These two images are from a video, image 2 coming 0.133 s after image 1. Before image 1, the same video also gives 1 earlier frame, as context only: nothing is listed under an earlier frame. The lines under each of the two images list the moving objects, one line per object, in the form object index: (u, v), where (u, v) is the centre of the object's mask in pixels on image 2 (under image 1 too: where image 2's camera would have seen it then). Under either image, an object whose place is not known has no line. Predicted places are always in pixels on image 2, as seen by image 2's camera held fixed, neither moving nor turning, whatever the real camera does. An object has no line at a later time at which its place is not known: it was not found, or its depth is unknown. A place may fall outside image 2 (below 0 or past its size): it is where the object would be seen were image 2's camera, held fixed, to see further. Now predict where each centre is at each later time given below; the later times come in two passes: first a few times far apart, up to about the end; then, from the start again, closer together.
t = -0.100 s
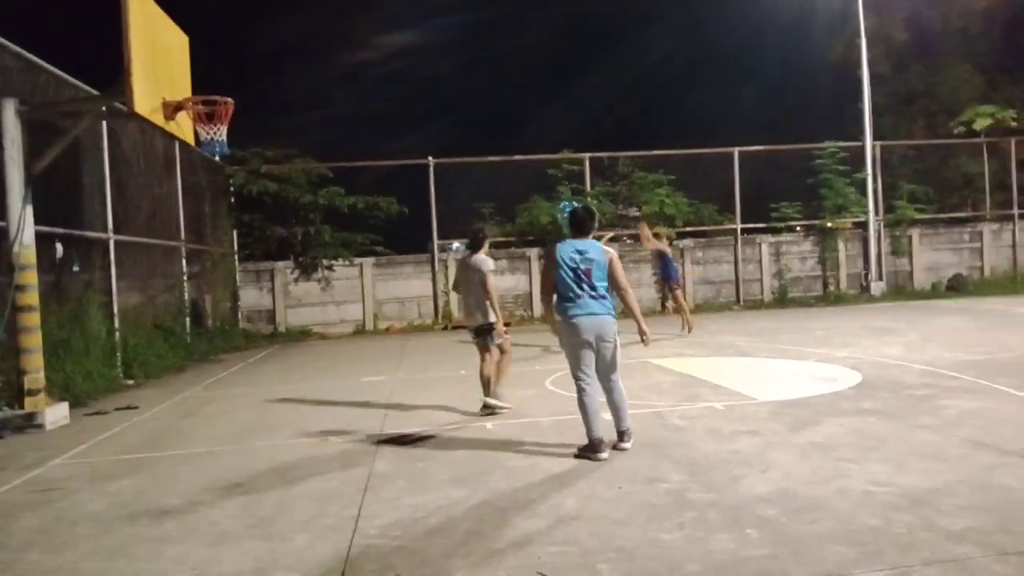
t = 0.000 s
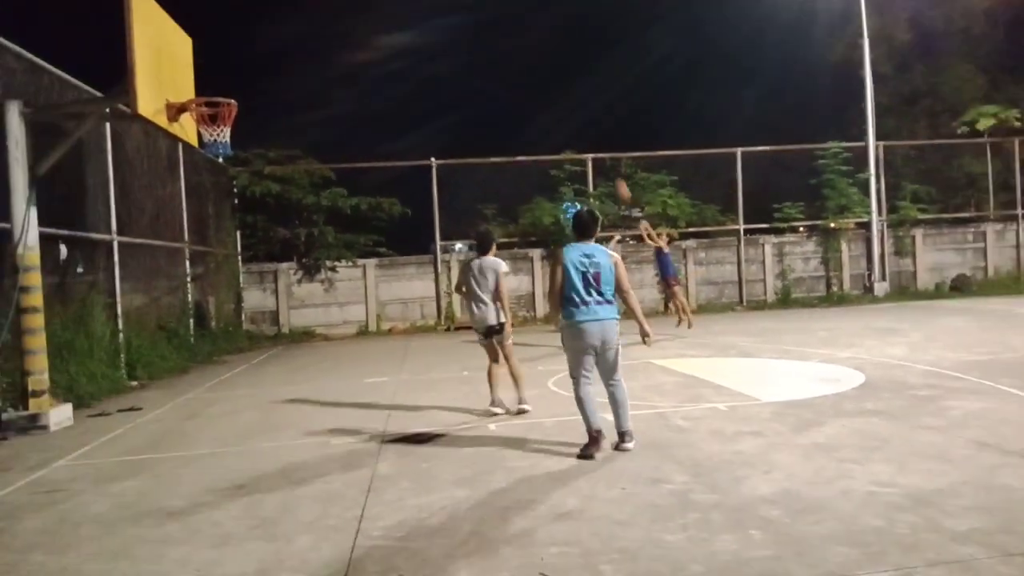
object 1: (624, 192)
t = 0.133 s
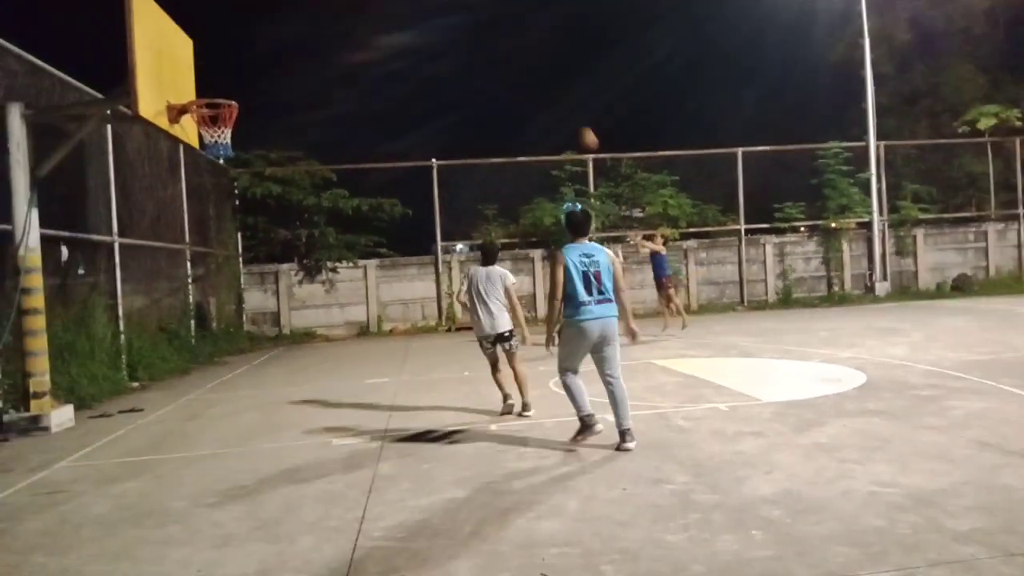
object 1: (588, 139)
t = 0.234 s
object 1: (561, 105)
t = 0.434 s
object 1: (505, 51)
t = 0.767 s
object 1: (399, 10)
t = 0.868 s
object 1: (363, 15)
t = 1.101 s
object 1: (273, 57)
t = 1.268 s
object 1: (204, 118)
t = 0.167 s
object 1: (579, 127)
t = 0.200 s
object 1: (571, 116)
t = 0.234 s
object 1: (561, 105)
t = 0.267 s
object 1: (552, 95)
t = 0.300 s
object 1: (543, 84)
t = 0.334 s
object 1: (534, 76)
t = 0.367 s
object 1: (525, 66)
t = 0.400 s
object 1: (515, 58)
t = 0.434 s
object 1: (505, 51)
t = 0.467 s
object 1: (495, 43)
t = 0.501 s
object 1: (485, 37)
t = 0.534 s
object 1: (476, 31)
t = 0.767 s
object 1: (399, 10)
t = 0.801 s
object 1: (386, 11)
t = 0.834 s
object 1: (374, 13)
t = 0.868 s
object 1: (363, 15)
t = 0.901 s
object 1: (351, 16)
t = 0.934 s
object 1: (339, 20)
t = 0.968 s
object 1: (326, 27)
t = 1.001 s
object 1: (313, 32)
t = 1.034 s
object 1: (300, 39)
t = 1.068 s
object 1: (287, 47)
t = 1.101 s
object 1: (273, 57)
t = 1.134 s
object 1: (259, 68)
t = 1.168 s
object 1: (245, 80)
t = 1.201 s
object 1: (232, 91)
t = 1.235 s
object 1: (218, 103)
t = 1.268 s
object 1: (204, 118)
